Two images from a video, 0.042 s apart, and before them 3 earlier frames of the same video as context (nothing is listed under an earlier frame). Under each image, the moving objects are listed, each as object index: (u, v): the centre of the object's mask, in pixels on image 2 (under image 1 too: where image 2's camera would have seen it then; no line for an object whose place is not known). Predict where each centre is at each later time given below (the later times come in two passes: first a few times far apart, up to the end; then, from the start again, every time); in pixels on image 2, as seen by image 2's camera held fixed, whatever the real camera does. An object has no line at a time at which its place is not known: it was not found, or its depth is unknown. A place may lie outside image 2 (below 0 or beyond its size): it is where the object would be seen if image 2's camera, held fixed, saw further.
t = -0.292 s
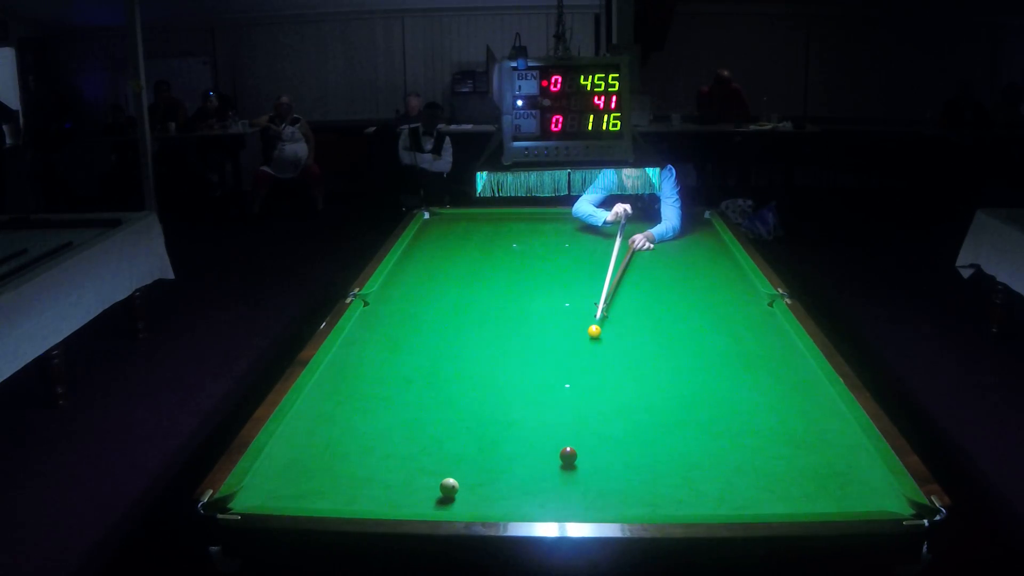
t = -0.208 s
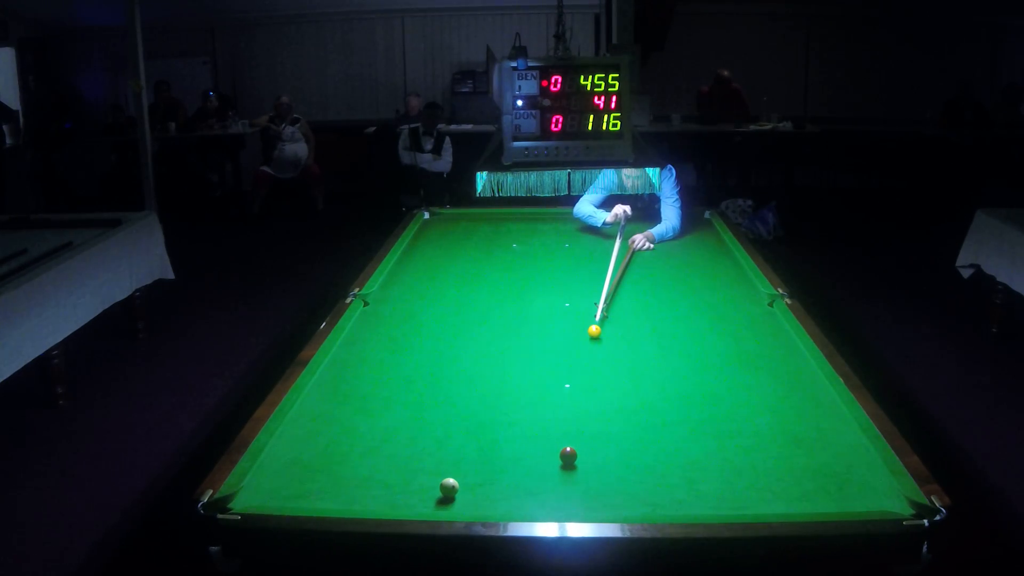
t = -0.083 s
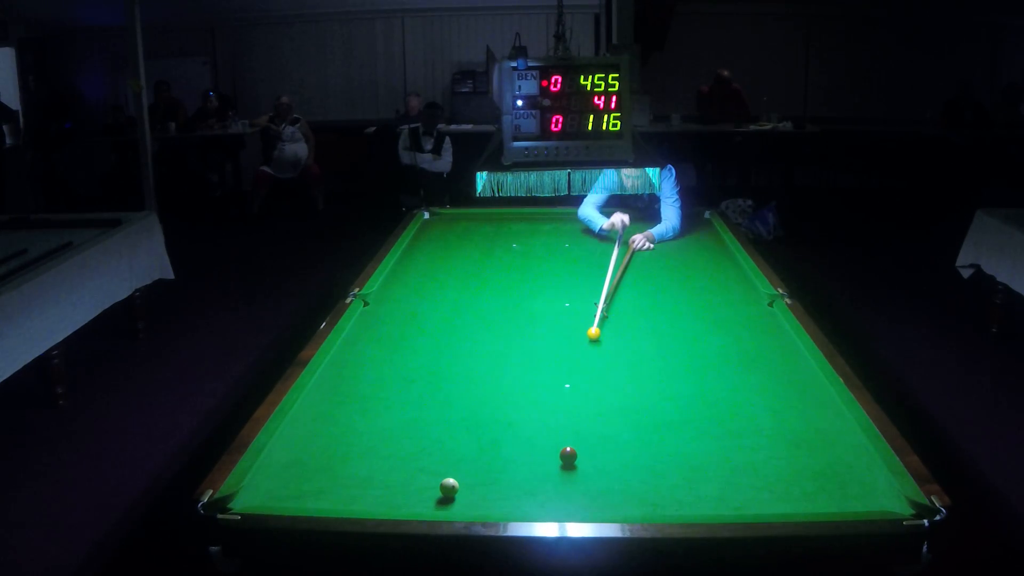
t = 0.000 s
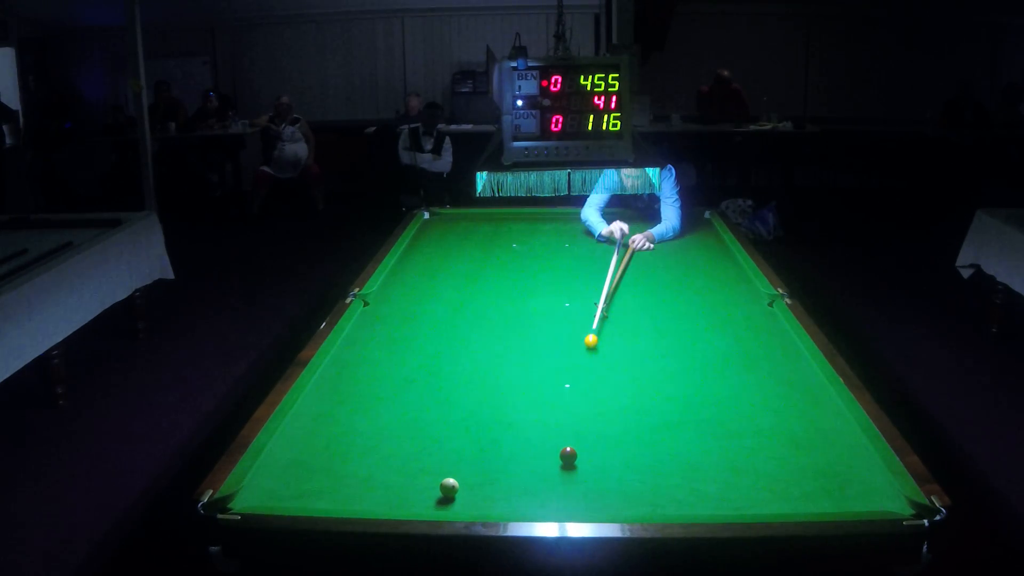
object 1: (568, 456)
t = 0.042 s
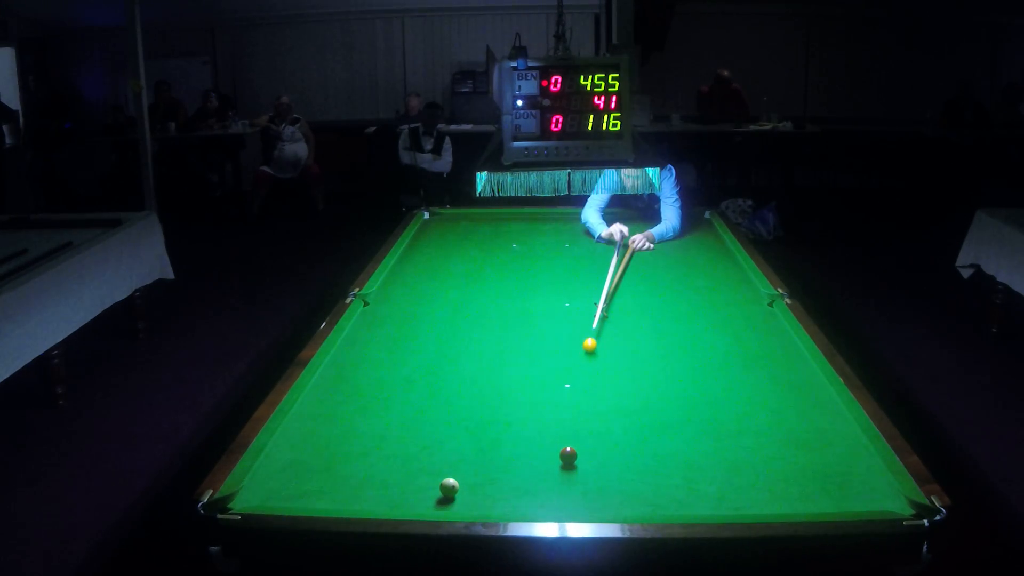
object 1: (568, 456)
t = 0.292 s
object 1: (568, 456)
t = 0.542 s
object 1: (568, 456)
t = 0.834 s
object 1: (568, 456)
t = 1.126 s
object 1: (584, 465)
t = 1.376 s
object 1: (603, 477)
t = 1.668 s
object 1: (625, 489)
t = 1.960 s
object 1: (645, 500)
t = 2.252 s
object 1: (664, 508)
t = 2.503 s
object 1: (672, 506)
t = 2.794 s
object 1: (680, 502)
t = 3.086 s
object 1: (686, 498)
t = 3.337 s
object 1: (690, 495)
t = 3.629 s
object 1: (692, 494)
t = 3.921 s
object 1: (692, 493)
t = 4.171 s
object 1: (691, 494)
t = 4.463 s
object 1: (691, 494)
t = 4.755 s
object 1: (691, 494)
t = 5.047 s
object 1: (691, 494)
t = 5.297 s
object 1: (691, 494)
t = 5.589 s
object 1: (691, 494)
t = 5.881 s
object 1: (691, 494)
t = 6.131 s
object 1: (691, 494)
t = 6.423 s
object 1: (691, 494)
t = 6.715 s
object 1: (691, 494)
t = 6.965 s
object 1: (691, 494)
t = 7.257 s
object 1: (691, 494)
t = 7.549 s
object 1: (691, 494)
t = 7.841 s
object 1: (691, 494)
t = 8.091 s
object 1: (691, 494)
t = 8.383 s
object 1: (691, 494)
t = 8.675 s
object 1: (691, 494)
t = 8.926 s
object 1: (691, 494)
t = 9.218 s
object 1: (691, 494)
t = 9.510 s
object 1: (691, 494)
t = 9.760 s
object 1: (691, 494)
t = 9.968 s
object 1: (691, 494)
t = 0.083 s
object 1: (568, 456)
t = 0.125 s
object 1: (568, 456)
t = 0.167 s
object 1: (568, 456)
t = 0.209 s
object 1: (568, 456)
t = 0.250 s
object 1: (568, 456)
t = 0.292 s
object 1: (568, 456)
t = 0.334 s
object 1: (568, 456)
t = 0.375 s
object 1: (568, 456)
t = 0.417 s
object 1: (568, 456)
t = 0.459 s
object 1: (568, 456)
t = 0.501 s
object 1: (568, 456)
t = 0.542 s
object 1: (568, 456)
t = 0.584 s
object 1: (568, 456)
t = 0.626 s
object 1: (568, 456)
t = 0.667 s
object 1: (568, 456)
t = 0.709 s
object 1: (568, 456)
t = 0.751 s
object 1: (568, 456)
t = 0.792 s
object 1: (568, 456)
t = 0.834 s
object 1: (568, 456)
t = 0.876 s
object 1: (568, 456)
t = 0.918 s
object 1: (568, 456)
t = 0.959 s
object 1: (570, 457)
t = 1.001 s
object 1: (574, 459)
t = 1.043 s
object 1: (578, 461)
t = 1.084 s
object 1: (581, 463)
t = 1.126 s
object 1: (584, 465)
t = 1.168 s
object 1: (587, 467)
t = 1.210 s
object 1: (591, 469)
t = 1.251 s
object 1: (594, 471)
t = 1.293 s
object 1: (597, 473)
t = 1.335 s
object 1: (600, 475)
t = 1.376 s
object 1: (603, 477)
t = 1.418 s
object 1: (606, 479)
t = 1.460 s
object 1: (609, 481)
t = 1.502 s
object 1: (613, 482)
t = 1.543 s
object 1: (616, 484)
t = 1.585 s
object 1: (618, 486)
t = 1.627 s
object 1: (621, 488)
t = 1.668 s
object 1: (625, 489)
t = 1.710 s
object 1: (627, 491)
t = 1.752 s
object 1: (631, 493)
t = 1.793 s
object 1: (633, 494)
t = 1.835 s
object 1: (636, 496)
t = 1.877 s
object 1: (639, 497)
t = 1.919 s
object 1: (642, 499)
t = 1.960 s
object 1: (645, 500)
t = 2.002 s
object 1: (648, 501)
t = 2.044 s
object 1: (650, 504)
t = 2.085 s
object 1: (653, 505)
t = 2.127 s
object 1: (656, 506)
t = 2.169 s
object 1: (659, 507)
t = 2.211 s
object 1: (661, 507)
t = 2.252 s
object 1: (664, 508)
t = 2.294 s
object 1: (666, 508)
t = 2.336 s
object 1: (667, 507)
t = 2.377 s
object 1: (668, 507)
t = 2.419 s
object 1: (670, 506)
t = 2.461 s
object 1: (671, 506)
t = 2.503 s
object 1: (672, 506)
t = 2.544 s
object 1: (674, 505)
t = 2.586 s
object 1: (675, 505)
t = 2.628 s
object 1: (676, 504)
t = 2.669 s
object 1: (677, 504)
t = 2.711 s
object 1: (678, 503)
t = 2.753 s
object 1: (679, 503)
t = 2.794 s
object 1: (680, 502)
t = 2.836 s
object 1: (681, 502)
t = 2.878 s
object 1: (682, 501)
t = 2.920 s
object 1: (683, 500)
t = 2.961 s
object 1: (684, 499)
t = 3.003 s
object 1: (685, 499)
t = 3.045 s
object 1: (685, 498)
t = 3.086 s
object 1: (686, 498)
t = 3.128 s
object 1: (687, 497)
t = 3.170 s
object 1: (688, 497)
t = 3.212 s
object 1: (688, 496)
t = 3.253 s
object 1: (689, 496)
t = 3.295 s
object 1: (689, 496)
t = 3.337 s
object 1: (690, 495)
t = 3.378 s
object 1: (690, 495)
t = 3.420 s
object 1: (691, 495)
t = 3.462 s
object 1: (691, 495)
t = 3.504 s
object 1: (691, 494)
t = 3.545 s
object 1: (691, 494)
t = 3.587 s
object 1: (691, 494)
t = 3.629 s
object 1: (692, 494)
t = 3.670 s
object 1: (692, 494)
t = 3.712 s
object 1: (692, 494)
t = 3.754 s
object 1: (692, 494)
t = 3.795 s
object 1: (692, 494)
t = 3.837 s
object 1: (692, 493)
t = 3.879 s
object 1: (692, 493)
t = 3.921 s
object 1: (692, 493)
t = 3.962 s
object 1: (692, 493)
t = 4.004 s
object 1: (692, 493)
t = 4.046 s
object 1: (691, 494)
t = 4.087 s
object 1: (691, 494)
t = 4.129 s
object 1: (691, 494)
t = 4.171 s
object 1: (691, 494)
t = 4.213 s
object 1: (691, 494)
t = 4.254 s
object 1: (691, 494)
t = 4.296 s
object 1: (691, 494)
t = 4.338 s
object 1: (691, 494)
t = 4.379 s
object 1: (691, 494)
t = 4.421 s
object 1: (691, 494)
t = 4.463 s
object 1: (691, 494)
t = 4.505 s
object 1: (691, 494)
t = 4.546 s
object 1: (691, 494)
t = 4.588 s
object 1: (691, 494)
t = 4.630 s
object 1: (691, 494)
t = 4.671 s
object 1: (691, 494)
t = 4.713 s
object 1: (691, 494)
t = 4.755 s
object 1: (691, 494)
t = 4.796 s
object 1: (691, 494)
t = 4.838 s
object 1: (691, 494)
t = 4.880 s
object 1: (691, 494)
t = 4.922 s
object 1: (691, 494)
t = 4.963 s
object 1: (691, 494)
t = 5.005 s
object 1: (691, 494)
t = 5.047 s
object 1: (691, 494)
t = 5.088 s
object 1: (691, 494)
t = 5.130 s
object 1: (691, 494)
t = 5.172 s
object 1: (691, 494)
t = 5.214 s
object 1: (691, 494)
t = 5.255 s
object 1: (691, 494)
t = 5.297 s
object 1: (691, 494)
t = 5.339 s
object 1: (691, 494)
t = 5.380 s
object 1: (691, 494)
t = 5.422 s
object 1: (691, 494)
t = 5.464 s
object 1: (691, 494)
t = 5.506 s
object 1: (691, 494)
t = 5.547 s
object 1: (691, 494)
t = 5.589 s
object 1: (691, 494)
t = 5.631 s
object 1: (691, 494)
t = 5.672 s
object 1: (691, 494)
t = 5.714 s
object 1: (691, 494)
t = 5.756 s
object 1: (691, 494)
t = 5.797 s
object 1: (691, 494)
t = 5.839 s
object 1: (691, 494)
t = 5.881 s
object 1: (691, 494)
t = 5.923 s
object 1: (691, 494)
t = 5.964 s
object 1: (691, 494)
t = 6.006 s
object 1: (691, 494)
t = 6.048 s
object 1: (691, 494)
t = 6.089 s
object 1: (691, 494)
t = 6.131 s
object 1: (691, 494)
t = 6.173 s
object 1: (691, 494)
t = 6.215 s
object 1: (691, 494)
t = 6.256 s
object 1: (691, 494)
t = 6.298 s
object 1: (691, 494)
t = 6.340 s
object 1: (691, 494)
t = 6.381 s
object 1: (691, 494)
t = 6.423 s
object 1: (691, 494)
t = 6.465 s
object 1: (691, 494)
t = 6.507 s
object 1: (691, 494)
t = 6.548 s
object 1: (691, 494)
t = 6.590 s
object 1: (691, 494)
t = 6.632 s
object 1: (691, 494)
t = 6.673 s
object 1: (691, 494)
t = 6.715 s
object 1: (691, 494)
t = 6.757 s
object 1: (691, 494)
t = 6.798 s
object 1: (691, 494)
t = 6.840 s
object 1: (691, 494)
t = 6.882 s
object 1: (691, 493)
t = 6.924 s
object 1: (691, 493)
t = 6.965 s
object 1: (691, 494)
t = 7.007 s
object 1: (691, 494)
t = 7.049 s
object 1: (691, 494)
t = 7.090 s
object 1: (691, 494)
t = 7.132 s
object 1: (691, 494)
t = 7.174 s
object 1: (691, 493)
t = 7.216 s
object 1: (691, 494)
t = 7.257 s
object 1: (691, 494)
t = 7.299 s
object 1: (691, 494)
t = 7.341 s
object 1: (691, 494)
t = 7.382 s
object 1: (691, 494)
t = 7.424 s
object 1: (691, 494)
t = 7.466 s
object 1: (691, 494)
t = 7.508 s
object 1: (691, 494)
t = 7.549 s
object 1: (691, 494)
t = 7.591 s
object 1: (691, 494)
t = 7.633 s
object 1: (691, 494)
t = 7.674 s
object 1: (691, 494)
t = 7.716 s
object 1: (691, 494)
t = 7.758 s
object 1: (691, 494)
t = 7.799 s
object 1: (691, 494)
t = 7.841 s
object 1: (691, 494)
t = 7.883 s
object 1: (691, 494)
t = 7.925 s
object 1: (691, 494)
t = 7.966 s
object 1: (691, 494)
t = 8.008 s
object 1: (691, 494)
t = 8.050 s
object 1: (691, 494)
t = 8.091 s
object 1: (691, 494)
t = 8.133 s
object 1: (691, 494)
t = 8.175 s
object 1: (691, 494)
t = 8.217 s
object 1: (691, 494)
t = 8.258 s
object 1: (691, 494)
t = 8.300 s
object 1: (691, 494)
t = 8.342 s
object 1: (691, 494)
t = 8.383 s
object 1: (691, 494)
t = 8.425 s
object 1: (691, 494)
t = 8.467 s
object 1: (691, 494)
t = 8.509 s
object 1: (691, 494)
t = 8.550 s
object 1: (691, 494)
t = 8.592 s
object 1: (691, 494)
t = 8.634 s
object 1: (691, 494)
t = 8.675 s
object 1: (691, 494)
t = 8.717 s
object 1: (691, 494)
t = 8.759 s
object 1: (691, 494)
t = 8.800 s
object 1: (691, 494)
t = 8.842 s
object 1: (691, 494)
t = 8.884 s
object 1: (691, 494)
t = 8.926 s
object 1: (691, 494)
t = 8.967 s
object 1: (691, 494)
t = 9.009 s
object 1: (691, 494)
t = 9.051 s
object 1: (691, 494)
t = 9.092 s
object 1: (691, 494)
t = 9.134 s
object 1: (691, 494)
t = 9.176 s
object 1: (691, 494)
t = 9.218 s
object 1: (691, 494)
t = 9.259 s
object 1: (691, 494)
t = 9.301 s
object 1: (691, 494)
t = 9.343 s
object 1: (691, 494)
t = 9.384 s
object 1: (691, 494)
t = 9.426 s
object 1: (691, 494)
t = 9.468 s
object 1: (691, 494)
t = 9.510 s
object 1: (691, 494)
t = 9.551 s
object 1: (691, 494)
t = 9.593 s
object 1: (691, 494)
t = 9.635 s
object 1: (691, 494)
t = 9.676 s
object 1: (691, 494)
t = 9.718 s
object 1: (691, 494)
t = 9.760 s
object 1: (691, 494)
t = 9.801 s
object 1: (691, 494)
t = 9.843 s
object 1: (691, 494)
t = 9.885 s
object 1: (691, 494)
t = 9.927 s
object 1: (691, 494)
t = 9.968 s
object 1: (691, 494)
